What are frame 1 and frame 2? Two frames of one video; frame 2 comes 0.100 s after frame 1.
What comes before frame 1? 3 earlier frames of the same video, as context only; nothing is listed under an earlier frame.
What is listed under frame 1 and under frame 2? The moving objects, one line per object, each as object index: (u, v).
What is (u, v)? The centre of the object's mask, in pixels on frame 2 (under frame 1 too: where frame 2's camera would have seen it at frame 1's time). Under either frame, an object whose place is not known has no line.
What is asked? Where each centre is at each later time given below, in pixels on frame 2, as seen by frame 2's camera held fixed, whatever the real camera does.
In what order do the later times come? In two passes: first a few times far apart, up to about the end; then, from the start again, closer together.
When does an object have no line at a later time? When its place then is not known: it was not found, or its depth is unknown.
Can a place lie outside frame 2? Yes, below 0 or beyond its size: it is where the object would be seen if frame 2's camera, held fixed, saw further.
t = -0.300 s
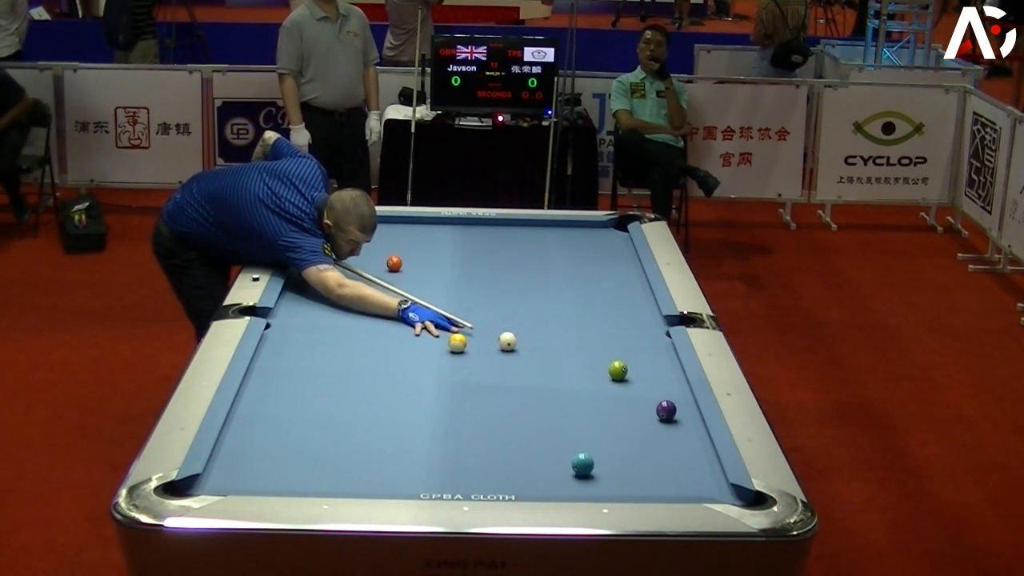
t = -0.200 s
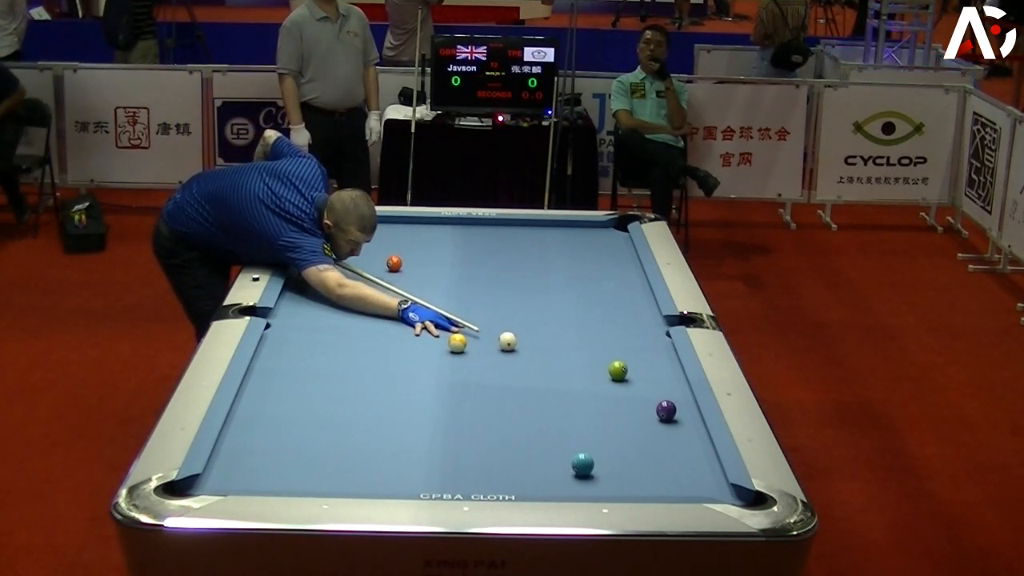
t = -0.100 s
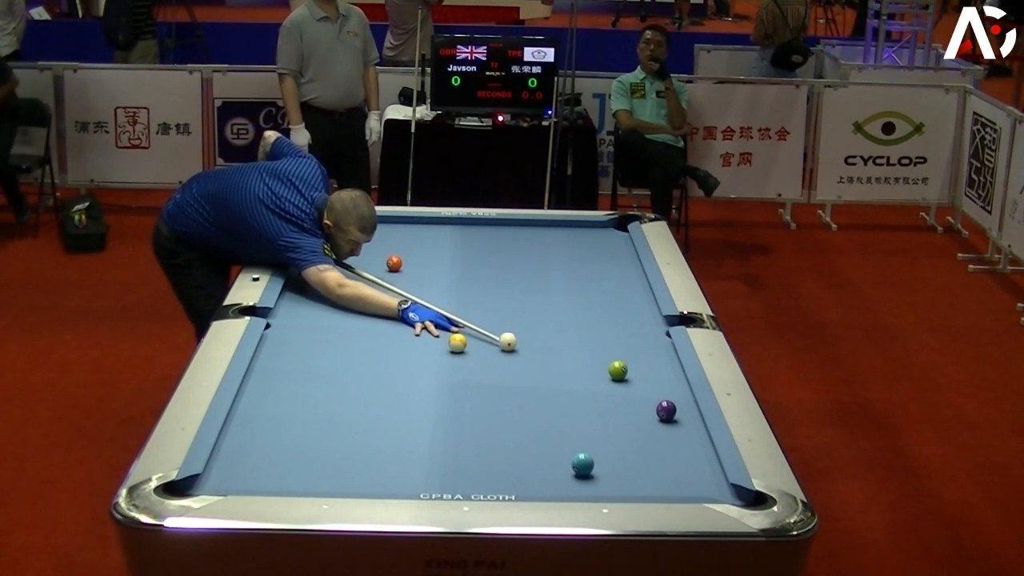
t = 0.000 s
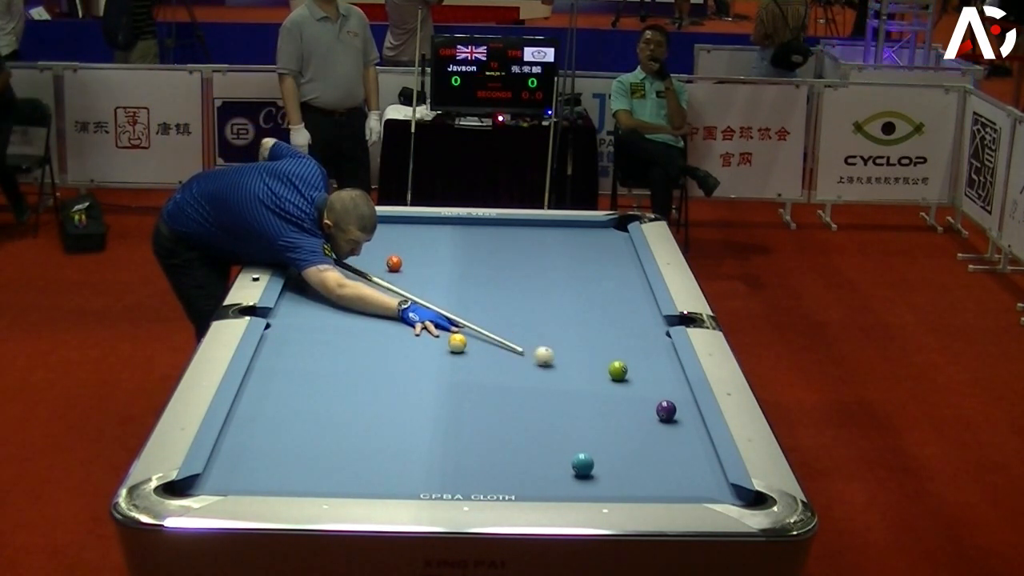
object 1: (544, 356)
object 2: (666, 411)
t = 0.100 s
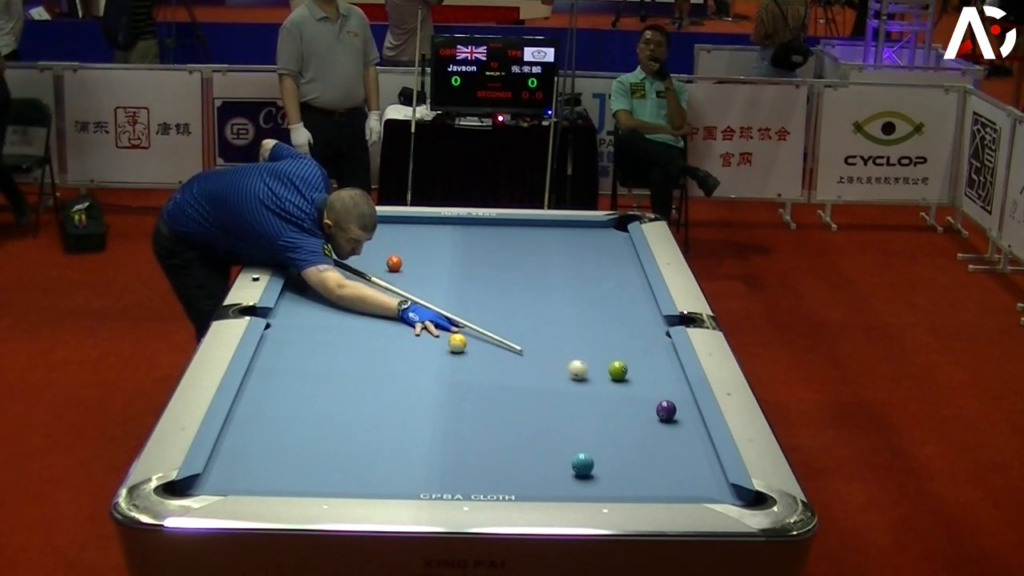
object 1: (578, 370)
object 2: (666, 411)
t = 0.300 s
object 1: (633, 392)
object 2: (666, 411)
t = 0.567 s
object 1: (685, 404)
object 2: (674, 422)
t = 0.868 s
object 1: (662, 402)
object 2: (687, 441)
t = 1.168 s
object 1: (641, 401)
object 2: (699, 460)
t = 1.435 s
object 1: (624, 400)
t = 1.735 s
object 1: (607, 398)
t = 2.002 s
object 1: (595, 397)
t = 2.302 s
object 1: (583, 397)
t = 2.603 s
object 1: (574, 397)
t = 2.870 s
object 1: (569, 397)
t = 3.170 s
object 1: (565, 396)
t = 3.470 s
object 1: (563, 396)
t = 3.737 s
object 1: (563, 396)
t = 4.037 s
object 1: (563, 396)
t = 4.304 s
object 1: (563, 396)
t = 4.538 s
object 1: (566, 394)
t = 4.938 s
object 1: (558, 395)
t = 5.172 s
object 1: (563, 396)
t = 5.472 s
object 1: (563, 396)
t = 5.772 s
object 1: (563, 396)
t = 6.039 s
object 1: (563, 396)
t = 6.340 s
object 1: (563, 396)
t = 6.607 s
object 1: (563, 396)
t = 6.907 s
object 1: (563, 396)
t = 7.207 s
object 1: (563, 396)
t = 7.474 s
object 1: (563, 396)
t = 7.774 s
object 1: (563, 396)
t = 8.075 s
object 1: (563, 396)
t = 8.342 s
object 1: (563, 396)
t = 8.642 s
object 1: (563, 396)
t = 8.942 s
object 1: (563, 396)
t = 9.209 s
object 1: (563, 396)
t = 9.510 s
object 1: (563, 396)
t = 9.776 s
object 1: (563, 396)
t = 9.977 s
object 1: (563, 396)
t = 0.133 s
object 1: (588, 374)
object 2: (666, 411)
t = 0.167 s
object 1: (598, 378)
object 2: (666, 411)
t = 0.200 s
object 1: (608, 381)
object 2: (666, 411)
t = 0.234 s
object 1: (617, 385)
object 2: (666, 411)
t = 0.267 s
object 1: (625, 389)
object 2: (666, 411)
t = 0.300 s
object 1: (633, 392)
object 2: (666, 411)
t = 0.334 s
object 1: (641, 395)
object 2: (666, 410)
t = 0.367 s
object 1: (648, 398)
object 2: (666, 410)
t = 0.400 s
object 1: (654, 399)
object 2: (666, 410)
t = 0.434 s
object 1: (661, 399)
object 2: (667, 412)
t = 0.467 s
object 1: (668, 400)
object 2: (669, 415)
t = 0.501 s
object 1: (674, 401)
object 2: (671, 418)
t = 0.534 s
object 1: (680, 402)
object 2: (672, 420)
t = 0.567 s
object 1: (685, 404)
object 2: (674, 422)
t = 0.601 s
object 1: (685, 404)
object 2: (675, 424)
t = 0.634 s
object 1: (681, 403)
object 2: (676, 427)
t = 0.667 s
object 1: (679, 403)
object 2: (678, 429)
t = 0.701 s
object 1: (675, 403)
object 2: (679, 431)
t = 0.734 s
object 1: (673, 403)
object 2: (681, 433)
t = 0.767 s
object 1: (670, 403)
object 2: (682, 435)
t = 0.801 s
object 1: (668, 402)
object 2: (684, 437)
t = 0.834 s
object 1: (665, 402)
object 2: (685, 439)
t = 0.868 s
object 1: (662, 402)
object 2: (687, 441)
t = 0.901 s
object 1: (660, 402)
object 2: (688, 443)
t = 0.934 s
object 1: (657, 402)
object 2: (689, 445)
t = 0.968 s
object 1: (655, 402)
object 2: (691, 447)
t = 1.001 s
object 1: (652, 401)
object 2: (692, 450)
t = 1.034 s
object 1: (650, 402)
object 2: (694, 452)
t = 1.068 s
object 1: (648, 401)
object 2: (695, 454)
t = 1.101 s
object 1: (645, 401)
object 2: (697, 456)
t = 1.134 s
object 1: (643, 401)
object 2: (698, 458)
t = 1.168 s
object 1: (641, 401)
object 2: (699, 460)
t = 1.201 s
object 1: (639, 401)
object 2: (701, 462)
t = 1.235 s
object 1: (637, 400)
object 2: (702, 464)
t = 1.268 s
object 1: (634, 400)
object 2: (704, 467)
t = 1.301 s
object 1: (632, 400)
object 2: (705, 469)
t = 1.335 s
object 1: (630, 400)
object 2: (706, 471)
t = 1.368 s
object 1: (628, 400)
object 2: (708, 473)
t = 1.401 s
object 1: (626, 400)
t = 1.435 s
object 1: (624, 400)
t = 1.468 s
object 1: (622, 400)
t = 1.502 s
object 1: (620, 400)
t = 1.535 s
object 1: (618, 400)
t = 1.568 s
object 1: (616, 399)
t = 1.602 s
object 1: (614, 399)
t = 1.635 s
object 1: (612, 399)
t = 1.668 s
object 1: (611, 399)
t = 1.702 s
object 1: (609, 398)
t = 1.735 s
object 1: (607, 398)
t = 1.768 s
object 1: (605, 398)
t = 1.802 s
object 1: (604, 398)
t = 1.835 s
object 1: (603, 398)
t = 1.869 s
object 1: (601, 398)
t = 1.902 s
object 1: (599, 398)
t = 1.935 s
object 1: (598, 398)
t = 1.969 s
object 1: (596, 398)
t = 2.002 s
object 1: (595, 397)
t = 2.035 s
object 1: (593, 398)
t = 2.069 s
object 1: (592, 398)
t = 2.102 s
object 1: (591, 397)
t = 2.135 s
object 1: (589, 397)
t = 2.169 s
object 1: (588, 397)
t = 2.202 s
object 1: (587, 397)
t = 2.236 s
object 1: (586, 397)
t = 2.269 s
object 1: (585, 397)
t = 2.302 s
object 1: (583, 397)
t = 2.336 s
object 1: (582, 397)
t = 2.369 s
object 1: (581, 397)
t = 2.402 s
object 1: (580, 397)
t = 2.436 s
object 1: (579, 397)
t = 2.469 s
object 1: (578, 397)
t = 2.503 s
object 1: (577, 397)
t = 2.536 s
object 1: (576, 397)
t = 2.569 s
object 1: (575, 397)
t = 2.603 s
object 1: (574, 397)
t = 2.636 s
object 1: (574, 397)
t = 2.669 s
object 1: (573, 397)
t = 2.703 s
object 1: (572, 397)
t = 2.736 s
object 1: (572, 397)
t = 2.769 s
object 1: (571, 397)
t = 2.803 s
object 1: (570, 397)
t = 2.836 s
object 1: (569, 397)
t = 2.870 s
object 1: (569, 397)
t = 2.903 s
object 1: (568, 397)
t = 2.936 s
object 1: (568, 397)
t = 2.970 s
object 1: (567, 397)
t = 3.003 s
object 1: (567, 397)
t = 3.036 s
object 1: (566, 397)
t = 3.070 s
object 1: (566, 396)
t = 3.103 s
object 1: (565, 396)
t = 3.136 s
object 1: (565, 396)
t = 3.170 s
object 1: (565, 396)
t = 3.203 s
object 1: (564, 396)
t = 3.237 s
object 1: (564, 396)
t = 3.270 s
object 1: (564, 396)
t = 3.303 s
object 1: (563, 396)
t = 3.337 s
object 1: (563, 396)
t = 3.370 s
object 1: (563, 396)
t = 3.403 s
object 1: (563, 396)
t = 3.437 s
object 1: (563, 396)
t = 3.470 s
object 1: (563, 396)
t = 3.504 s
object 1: (563, 396)
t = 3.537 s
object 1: (563, 396)
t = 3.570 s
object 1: (563, 396)
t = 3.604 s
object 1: (563, 396)
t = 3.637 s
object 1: (563, 396)
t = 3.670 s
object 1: (563, 396)
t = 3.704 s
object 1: (563, 396)
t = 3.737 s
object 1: (563, 396)
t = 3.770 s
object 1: (563, 396)
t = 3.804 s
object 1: (563, 396)
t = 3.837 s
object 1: (563, 396)
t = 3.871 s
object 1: (563, 396)
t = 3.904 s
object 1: (563, 396)
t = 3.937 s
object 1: (563, 396)
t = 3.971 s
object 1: (563, 396)
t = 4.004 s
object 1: (563, 396)
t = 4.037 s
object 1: (563, 396)
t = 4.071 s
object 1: (563, 396)
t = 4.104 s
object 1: (563, 396)
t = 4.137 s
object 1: (563, 396)
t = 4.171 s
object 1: (563, 396)
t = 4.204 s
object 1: (563, 396)
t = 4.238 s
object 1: (563, 396)
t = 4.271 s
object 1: (563, 396)
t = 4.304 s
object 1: (563, 396)
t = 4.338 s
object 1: (563, 396)
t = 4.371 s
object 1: (563, 396)
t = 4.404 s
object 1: (564, 396)
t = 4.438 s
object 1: (563, 396)
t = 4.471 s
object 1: (563, 396)
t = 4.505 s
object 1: (563, 396)
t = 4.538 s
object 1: (566, 394)
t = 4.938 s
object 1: (558, 395)
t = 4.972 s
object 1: (563, 396)
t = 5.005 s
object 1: (563, 396)
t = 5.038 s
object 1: (563, 396)
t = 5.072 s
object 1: (563, 396)
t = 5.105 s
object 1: (563, 396)
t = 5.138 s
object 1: (563, 396)
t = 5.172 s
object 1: (563, 396)
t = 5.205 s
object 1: (563, 396)
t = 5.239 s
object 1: (563, 396)
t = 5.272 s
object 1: (563, 396)
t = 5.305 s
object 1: (563, 396)
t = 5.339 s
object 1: (563, 396)
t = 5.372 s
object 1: (563, 396)
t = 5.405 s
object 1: (563, 396)
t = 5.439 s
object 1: (563, 396)
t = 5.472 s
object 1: (563, 396)
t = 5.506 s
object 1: (563, 396)
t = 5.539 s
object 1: (563, 396)
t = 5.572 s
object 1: (563, 396)
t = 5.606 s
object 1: (563, 396)
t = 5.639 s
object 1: (563, 396)
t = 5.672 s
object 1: (563, 396)
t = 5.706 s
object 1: (563, 396)
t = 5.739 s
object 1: (563, 396)
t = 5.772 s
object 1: (563, 396)
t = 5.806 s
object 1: (563, 396)
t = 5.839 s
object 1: (563, 396)
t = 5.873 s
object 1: (563, 396)
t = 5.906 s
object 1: (563, 396)
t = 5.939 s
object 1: (563, 396)
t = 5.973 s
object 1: (563, 396)
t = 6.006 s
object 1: (563, 396)
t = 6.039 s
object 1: (563, 396)
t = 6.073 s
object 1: (563, 396)
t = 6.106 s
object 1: (563, 396)
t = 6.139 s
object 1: (563, 396)
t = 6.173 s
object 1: (563, 396)
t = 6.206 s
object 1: (563, 396)
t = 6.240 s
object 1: (563, 396)
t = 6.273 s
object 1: (563, 396)
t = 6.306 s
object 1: (563, 396)
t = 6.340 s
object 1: (563, 396)
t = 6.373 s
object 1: (563, 396)
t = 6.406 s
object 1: (563, 396)
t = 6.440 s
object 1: (563, 396)
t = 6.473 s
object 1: (563, 396)
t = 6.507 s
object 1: (563, 396)
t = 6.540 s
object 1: (563, 396)
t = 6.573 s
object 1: (563, 396)
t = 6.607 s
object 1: (563, 396)
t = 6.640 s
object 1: (563, 396)
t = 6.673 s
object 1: (563, 396)
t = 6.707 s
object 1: (563, 396)
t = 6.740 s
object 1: (563, 396)
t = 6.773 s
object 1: (563, 396)
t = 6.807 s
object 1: (563, 396)
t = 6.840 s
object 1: (563, 396)
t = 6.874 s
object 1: (563, 396)
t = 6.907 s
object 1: (563, 396)
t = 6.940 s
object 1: (563, 396)
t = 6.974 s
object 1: (563, 396)
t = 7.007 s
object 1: (563, 396)
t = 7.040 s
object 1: (563, 396)
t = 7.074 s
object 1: (563, 396)
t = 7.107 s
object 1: (563, 396)
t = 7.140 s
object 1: (563, 396)
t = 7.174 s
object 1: (563, 396)
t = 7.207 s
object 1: (563, 396)
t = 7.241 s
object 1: (563, 396)
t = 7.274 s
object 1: (563, 396)
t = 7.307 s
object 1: (563, 396)
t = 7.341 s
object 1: (563, 396)
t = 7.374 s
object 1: (563, 396)
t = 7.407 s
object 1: (563, 396)
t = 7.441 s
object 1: (563, 396)
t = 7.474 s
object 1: (563, 396)
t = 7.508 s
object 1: (563, 396)
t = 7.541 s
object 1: (563, 396)
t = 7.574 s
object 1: (563, 396)
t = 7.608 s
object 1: (563, 396)
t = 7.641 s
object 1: (563, 396)
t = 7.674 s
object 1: (563, 396)
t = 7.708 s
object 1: (563, 396)
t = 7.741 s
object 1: (563, 396)
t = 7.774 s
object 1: (563, 396)
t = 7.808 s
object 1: (563, 396)
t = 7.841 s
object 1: (563, 396)
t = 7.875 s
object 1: (563, 396)
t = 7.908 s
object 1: (563, 396)
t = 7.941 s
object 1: (563, 396)
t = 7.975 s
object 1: (563, 396)
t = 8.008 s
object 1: (563, 396)
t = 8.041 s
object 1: (563, 396)
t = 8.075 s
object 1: (563, 396)
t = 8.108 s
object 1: (563, 396)
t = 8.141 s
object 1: (563, 396)
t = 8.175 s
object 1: (563, 396)
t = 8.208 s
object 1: (563, 396)
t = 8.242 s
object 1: (563, 396)
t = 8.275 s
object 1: (563, 396)
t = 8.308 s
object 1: (563, 396)
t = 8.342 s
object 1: (563, 396)
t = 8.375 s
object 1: (563, 396)
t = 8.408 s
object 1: (563, 396)
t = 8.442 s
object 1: (563, 396)
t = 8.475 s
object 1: (563, 396)
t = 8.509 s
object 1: (563, 396)
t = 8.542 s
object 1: (563, 396)
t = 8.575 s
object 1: (563, 396)
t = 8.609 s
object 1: (563, 396)
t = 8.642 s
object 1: (563, 396)
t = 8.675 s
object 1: (563, 396)
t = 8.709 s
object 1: (563, 396)
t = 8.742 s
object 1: (563, 396)
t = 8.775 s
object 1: (563, 396)
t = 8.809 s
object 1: (563, 396)
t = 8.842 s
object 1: (563, 396)
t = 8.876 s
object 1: (563, 396)
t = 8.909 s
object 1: (563, 396)
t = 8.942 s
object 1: (563, 396)
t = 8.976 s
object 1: (563, 396)
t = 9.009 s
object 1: (563, 396)
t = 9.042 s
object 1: (563, 396)
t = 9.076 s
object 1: (563, 396)
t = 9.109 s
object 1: (563, 396)
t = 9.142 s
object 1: (563, 396)
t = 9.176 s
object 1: (563, 396)
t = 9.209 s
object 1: (563, 396)
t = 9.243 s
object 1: (563, 396)
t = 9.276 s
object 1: (563, 396)
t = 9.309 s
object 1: (563, 396)
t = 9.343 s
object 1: (563, 396)
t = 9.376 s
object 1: (563, 396)
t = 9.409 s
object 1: (563, 396)
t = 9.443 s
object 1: (563, 396)
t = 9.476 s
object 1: (563, 396)
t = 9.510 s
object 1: (563, 396)
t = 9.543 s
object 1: (563, 396)
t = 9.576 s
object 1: (563, 396)
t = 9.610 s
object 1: (563, 396)
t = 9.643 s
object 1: (563, 396)
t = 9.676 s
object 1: (563, 396)
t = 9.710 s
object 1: (563, 396)
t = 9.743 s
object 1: (563, 396)
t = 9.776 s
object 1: (563, 396)
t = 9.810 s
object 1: (563, 396)
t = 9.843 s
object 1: (563, 396)
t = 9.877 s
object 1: (563, 396)
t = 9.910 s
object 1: (563, 396)
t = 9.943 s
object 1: (563, 396)
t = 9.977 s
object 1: (563, 396)
